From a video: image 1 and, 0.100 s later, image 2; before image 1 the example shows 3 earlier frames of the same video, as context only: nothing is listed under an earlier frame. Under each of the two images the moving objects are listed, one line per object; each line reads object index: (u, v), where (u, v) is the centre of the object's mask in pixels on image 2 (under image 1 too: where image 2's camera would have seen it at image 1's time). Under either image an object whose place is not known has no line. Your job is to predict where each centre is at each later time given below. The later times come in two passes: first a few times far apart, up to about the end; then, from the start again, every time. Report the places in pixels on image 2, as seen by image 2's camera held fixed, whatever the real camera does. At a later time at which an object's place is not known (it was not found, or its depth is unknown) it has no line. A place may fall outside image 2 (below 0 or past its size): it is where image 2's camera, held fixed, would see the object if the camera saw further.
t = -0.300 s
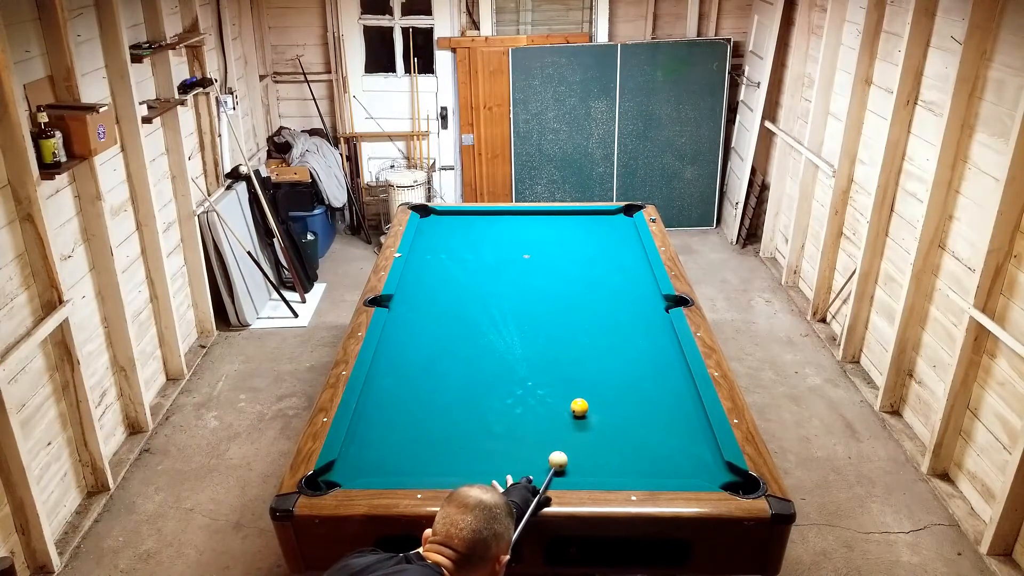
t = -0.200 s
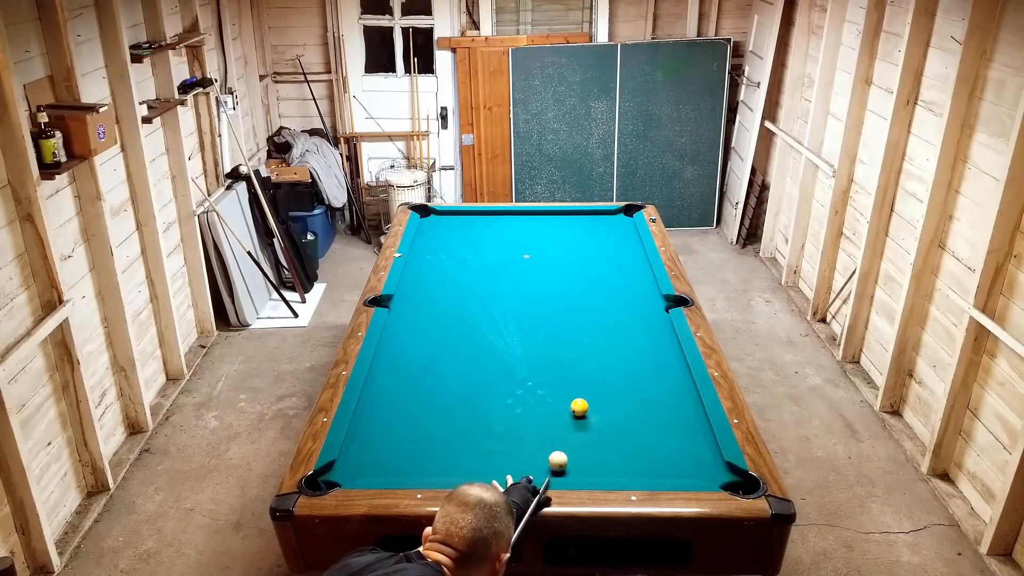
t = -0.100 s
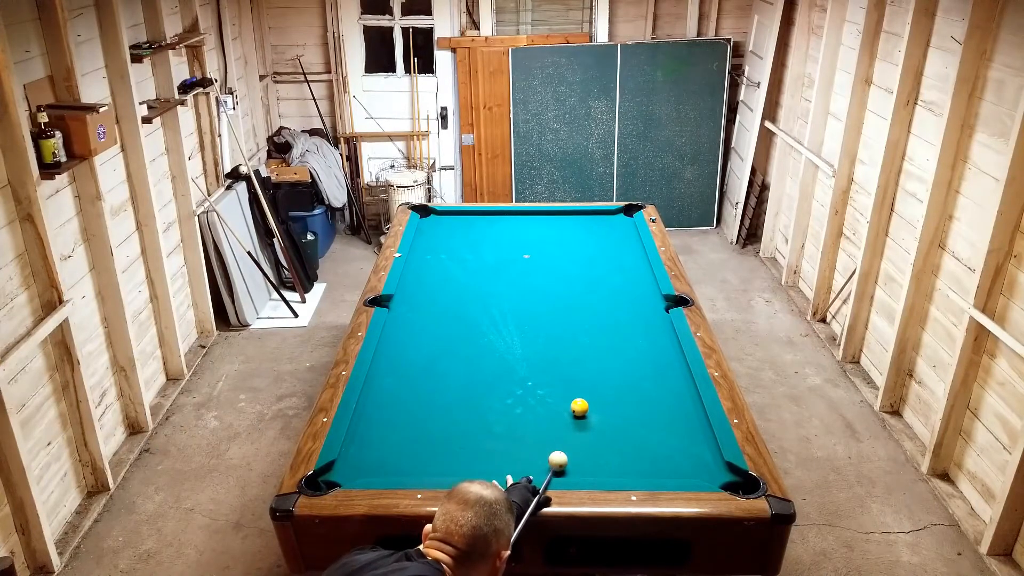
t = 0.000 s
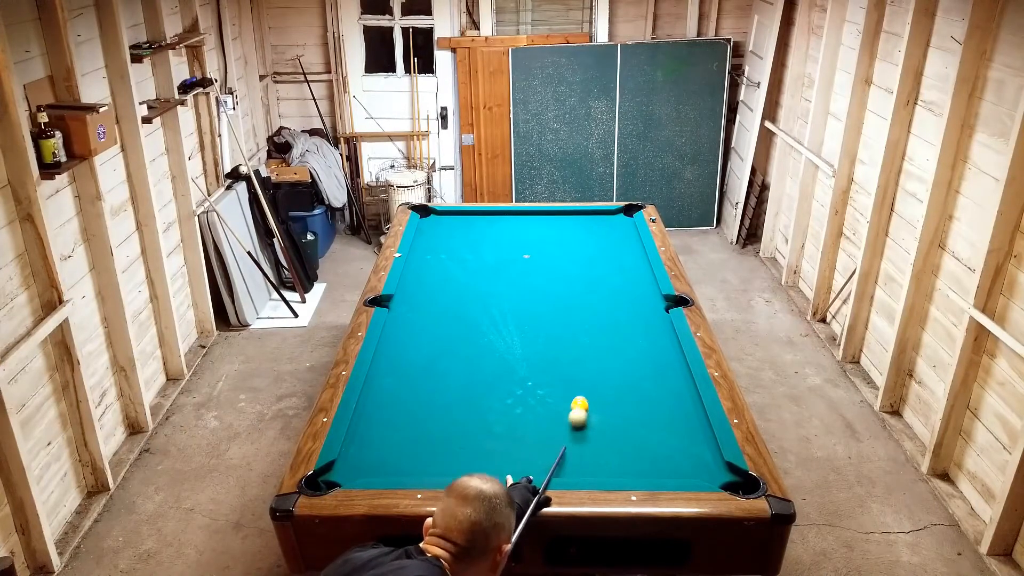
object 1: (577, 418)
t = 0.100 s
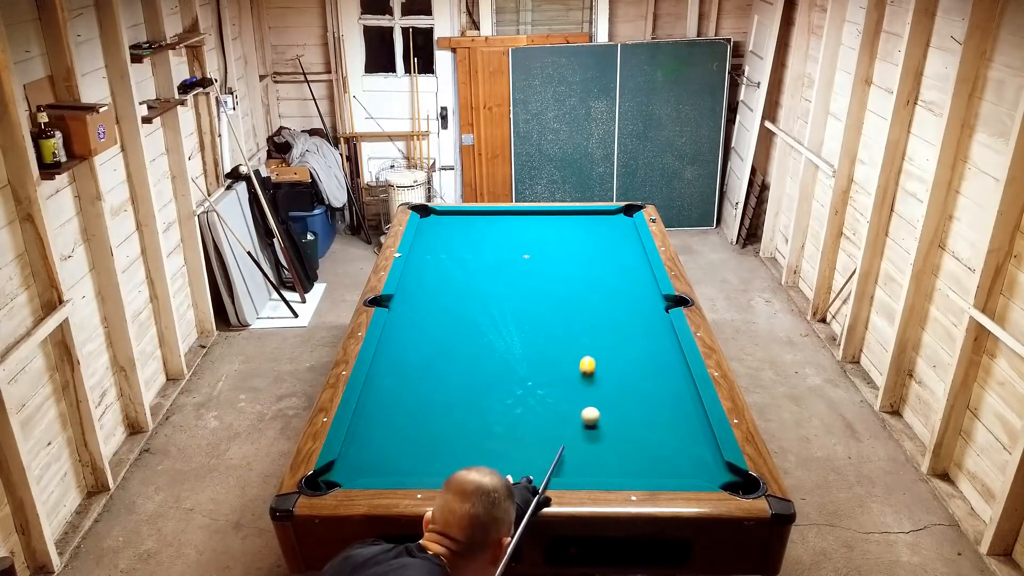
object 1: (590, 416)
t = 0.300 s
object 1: (613, 410)
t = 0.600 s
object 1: (644, 401)
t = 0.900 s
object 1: (671, 392)
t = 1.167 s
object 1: (686, 386)
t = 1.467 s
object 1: (671, 382)
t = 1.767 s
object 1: (658, 378)
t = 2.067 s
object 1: (648, 375)
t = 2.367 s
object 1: (641, 373)
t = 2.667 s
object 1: (636, 371)
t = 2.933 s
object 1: (634, 370)
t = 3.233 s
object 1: (634, 370)
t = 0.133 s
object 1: (594, 415)
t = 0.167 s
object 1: (598, 414)
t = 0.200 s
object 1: (602, 413)
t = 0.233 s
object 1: (606, 412)
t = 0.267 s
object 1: (609, 411)
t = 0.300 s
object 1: (613, 410)
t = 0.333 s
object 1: (616, 409)
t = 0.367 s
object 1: (620, 408)
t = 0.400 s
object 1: (624, 407)
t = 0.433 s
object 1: (627, 406)
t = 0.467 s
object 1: (631, 405)
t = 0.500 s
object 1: (634, 404)
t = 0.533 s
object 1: (637, 403)
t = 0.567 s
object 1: (640, 402)
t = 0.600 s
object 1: (644, 401)
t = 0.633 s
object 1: (647, 400)
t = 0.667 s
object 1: (650, 399)
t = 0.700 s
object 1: (653, 398)
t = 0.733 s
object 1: (656, 397)
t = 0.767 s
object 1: (659, 396)
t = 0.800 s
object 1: (662, 395)
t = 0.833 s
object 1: (665, 394)
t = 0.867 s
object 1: (668, 394)
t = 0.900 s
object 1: (671, 392)
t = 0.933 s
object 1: (674, 392)
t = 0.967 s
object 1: (676, 391)
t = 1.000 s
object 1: (679, 390)
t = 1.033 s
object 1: (682, 389)
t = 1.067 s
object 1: (684, 388)
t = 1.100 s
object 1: (687, 387)
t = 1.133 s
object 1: (687, 387)
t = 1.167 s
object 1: (686, 386)
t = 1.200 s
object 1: (684, 385)
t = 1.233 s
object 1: (682, 385)
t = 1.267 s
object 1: (680, 385)
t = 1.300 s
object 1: (678, 384)
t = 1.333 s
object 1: (677, 384)
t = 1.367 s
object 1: (675, 383)
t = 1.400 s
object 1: (674, 383)
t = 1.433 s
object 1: (672, 382)
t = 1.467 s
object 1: (671, 382)
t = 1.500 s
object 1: (669, 381)
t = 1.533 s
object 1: (668, 381)
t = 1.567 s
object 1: (666, 381)
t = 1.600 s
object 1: (665, 380)
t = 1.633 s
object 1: (663, 380)
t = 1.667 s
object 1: (662, 379)
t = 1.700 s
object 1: (661, 379)
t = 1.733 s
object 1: (659, 378)
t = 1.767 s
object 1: (658, 378)
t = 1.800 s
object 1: (657, 378)
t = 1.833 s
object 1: (656, 377)
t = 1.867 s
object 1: (655, 377)
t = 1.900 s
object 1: (654, 376)
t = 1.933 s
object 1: (653, 376)
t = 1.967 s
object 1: (652, 376)
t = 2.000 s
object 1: (650, 375)
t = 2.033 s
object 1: (649, 375)
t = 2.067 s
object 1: (648, 375)
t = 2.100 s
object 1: (647, 374)
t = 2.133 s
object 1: (646, 374)
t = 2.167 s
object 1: (646, 374)
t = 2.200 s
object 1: (645, 374)
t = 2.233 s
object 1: (644, 374)
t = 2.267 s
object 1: (644, 373)
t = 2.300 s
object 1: (643, 373)
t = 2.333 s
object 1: (642, 373)
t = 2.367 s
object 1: (641, 373)
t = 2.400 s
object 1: (641, 373)
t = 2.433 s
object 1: (640, 372)
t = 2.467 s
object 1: (640, 372)
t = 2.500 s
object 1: (639, 372)
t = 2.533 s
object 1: (638, 372)
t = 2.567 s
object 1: (638, 372)
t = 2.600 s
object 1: (637, 372)
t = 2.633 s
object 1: (637, 371)
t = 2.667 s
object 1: (636, 371)
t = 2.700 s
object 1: (636, 371)
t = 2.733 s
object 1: (635, 371)
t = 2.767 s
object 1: (635, 371)
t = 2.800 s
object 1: (635, 371)
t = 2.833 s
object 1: (635, 370)
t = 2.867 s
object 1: (634, 370)
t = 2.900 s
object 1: (634, 370)
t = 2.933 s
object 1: (634, 370)
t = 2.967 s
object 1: (634, 370)
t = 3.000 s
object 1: (634, 370)
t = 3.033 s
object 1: (634, 370)
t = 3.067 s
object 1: (634, 370)
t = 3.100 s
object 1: (634, 370)
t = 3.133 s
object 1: (634, 370)
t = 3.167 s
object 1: (634, 370)
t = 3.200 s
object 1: (634, 370)
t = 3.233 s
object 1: (634, 370)
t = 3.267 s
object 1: (635, 370)
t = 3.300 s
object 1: (635, 370)
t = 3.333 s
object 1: (635, 370)
